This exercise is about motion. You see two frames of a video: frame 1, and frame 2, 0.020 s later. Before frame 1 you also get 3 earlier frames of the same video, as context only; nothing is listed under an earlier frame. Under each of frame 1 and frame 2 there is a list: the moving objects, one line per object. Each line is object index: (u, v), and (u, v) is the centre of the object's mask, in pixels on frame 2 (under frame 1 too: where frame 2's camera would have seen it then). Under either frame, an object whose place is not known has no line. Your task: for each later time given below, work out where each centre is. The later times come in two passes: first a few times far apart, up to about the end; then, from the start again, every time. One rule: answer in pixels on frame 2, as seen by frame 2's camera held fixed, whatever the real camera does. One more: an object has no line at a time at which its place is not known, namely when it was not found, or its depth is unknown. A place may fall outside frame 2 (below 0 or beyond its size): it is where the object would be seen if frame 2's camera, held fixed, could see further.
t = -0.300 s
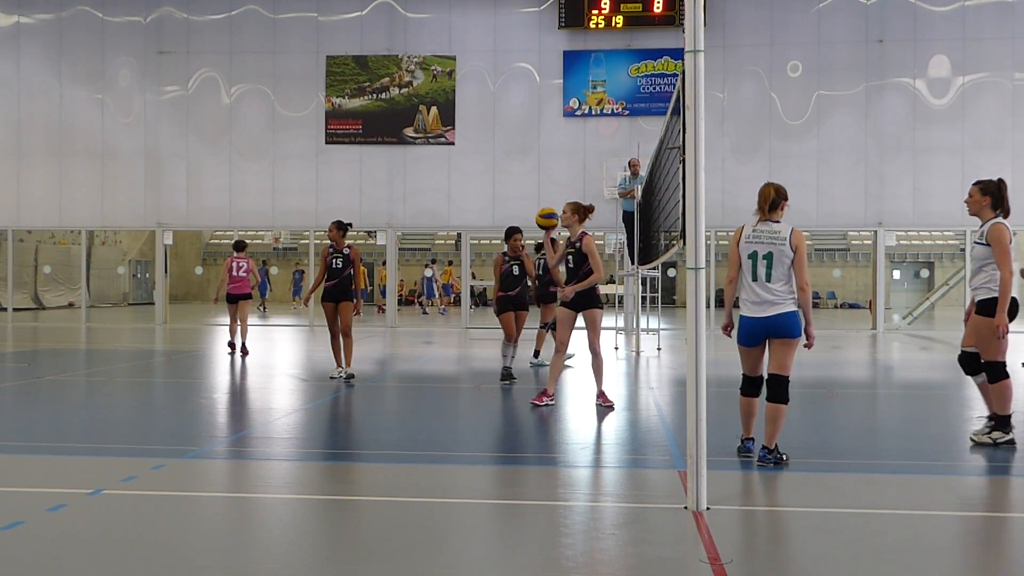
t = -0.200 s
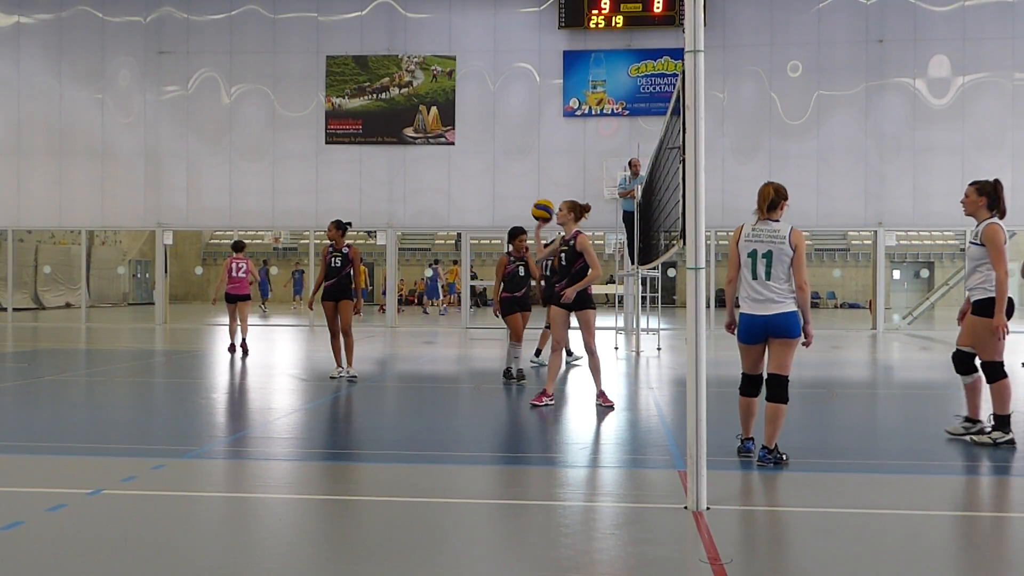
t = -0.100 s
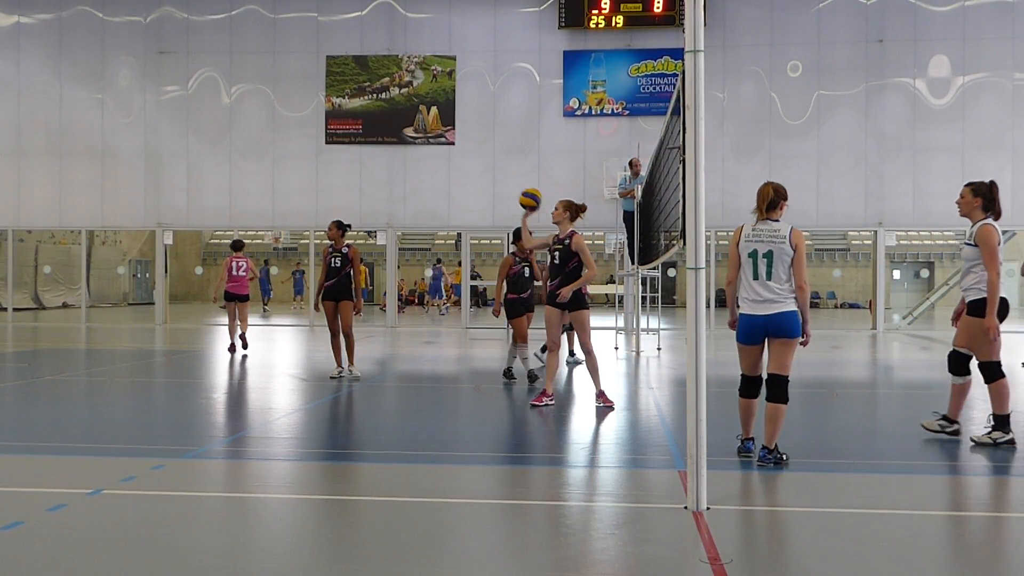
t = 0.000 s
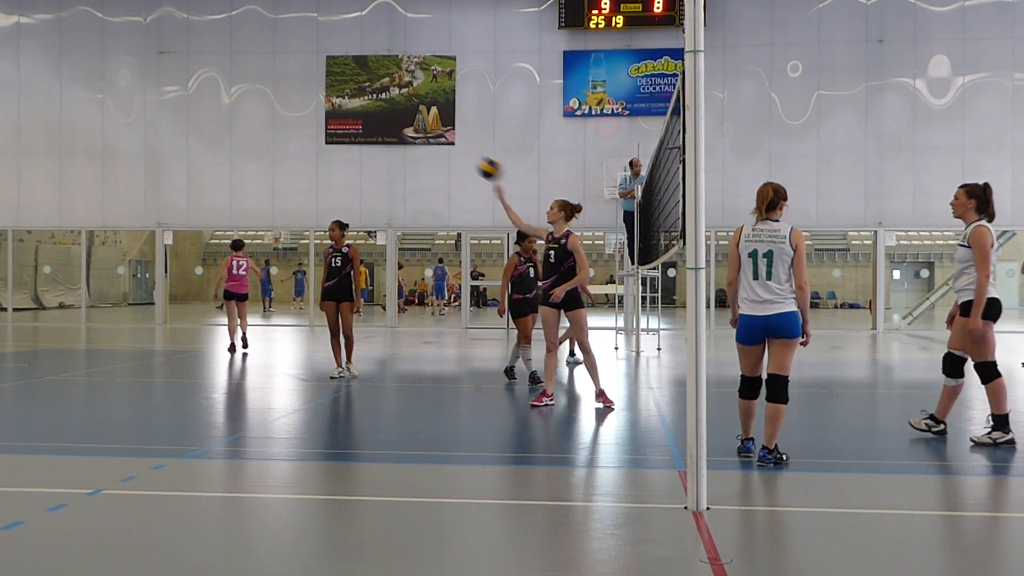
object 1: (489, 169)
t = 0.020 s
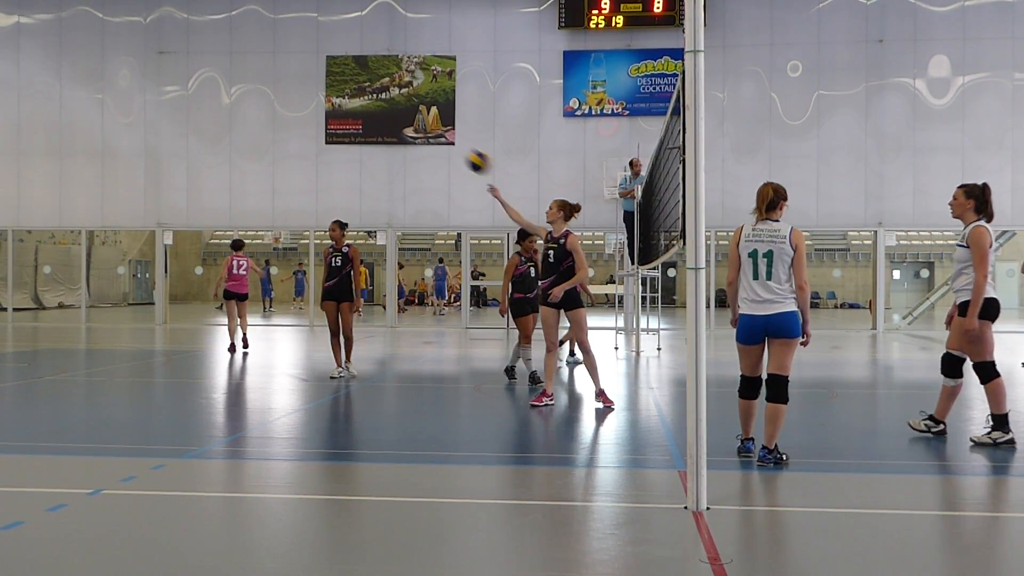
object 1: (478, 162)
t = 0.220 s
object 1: (369, 118)
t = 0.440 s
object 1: (247, 119)
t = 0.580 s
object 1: (171, 147)
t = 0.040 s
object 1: (466, 155)
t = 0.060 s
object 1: (455, 149)
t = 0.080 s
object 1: (444, 142)
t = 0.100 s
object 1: (434, 139)
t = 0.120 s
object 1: (422, 134)
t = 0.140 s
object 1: (409, 130)
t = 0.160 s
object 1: (398, 126)
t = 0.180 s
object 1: (389, 123)
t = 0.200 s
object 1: (380, 121)
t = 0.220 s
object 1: (369, 118)
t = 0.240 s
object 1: (357, 117)
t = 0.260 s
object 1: (345, 115)
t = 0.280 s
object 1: (335, 114)
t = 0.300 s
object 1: (322, 113)
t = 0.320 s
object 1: (311, 112)
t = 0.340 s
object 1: (301, 112)
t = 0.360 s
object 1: (289, 112)
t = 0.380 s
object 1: (279, 114)
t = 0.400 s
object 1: (268, 115)
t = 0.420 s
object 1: (257, 117)
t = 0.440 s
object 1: (247, 119)
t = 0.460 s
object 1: (236, 122)
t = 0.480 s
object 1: (225, 125)
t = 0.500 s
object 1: (214, 128)
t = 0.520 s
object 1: (203, 133)
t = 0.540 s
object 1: (192, 137)
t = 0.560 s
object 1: (181, 142)
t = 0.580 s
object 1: (171, 147)
